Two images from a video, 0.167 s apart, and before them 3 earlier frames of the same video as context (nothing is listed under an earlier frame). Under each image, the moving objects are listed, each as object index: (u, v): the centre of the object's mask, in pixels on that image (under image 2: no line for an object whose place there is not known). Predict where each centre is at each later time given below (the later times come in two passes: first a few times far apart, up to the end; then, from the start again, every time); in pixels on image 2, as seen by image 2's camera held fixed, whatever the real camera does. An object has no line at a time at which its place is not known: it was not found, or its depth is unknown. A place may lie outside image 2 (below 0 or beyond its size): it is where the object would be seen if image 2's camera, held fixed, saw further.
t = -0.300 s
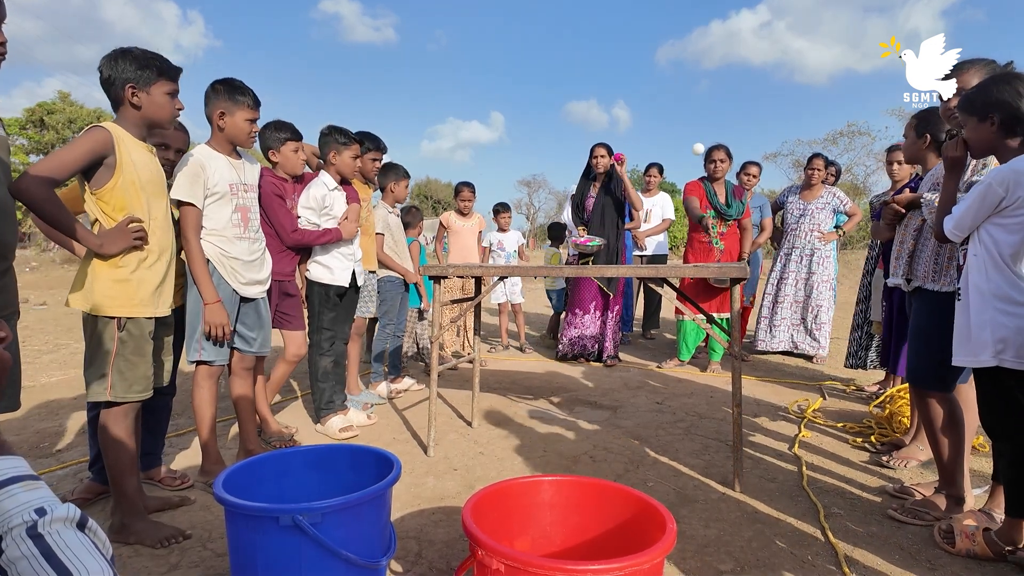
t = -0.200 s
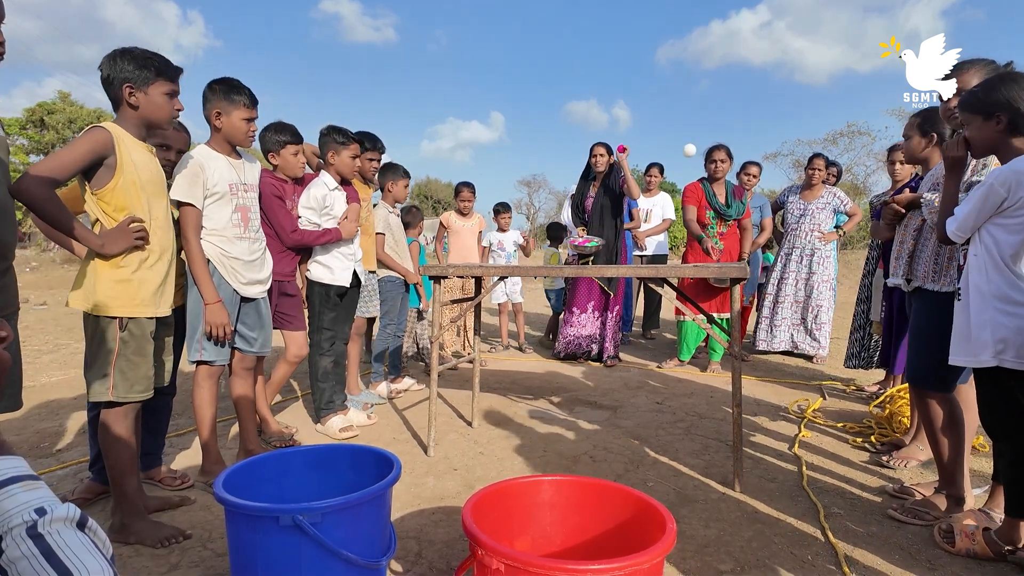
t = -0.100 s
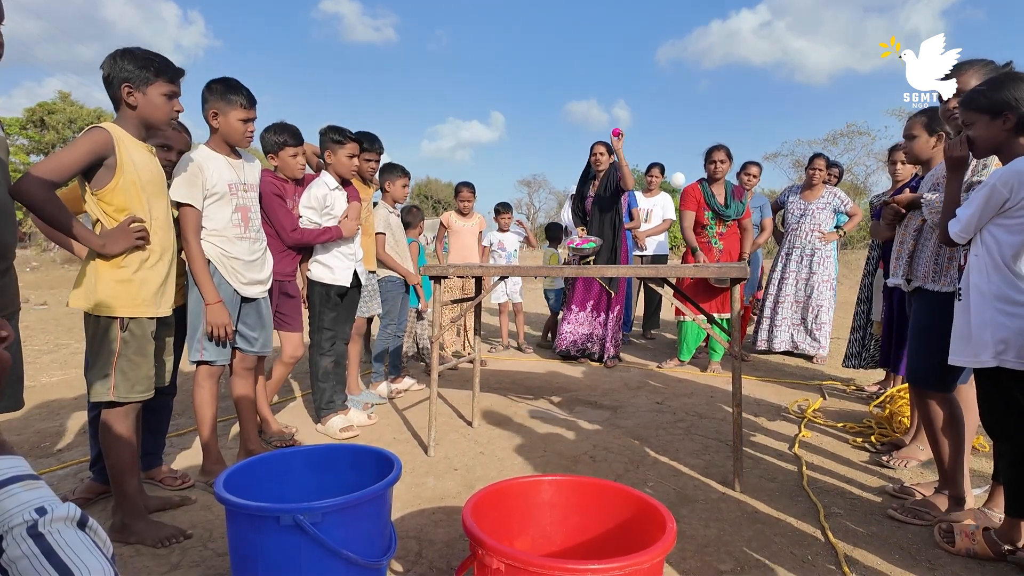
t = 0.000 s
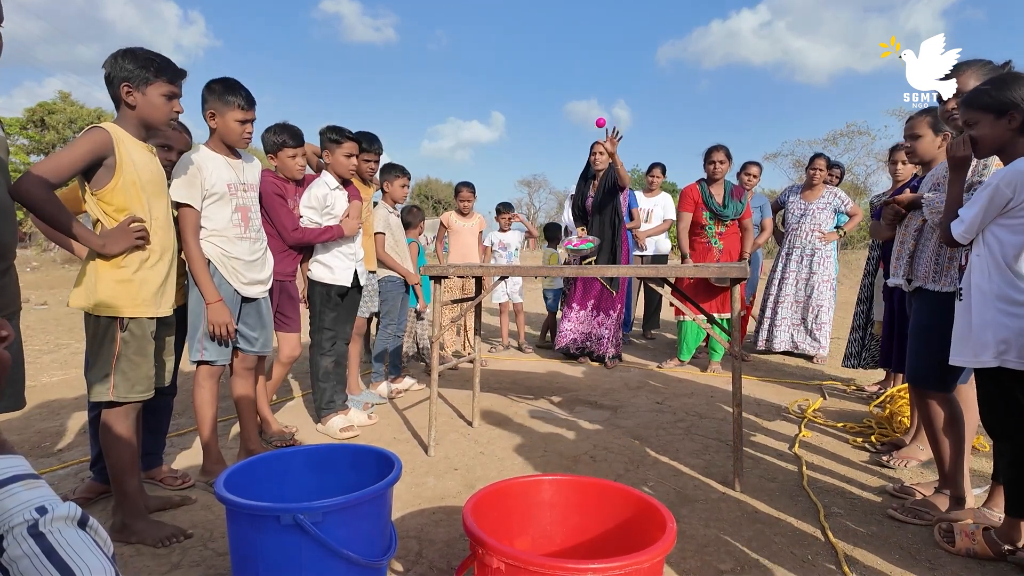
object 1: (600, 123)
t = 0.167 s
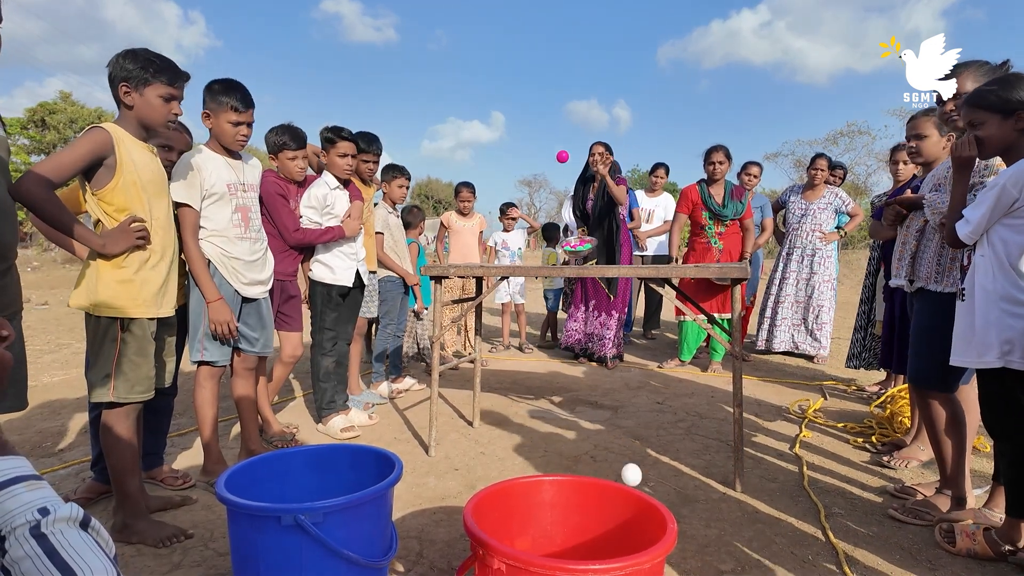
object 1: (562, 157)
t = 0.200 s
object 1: (553, 173)
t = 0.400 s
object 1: (501, 196)
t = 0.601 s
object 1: (464, 118)
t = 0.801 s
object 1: (409, 181)
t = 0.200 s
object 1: (553, 173)
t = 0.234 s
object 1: (542, 193)
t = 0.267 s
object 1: (530, 219)
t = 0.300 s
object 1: (517, 250)
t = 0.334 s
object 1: (511, 241)
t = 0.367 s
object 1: (506, 218)
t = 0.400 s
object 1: (501, 196)
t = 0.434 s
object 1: (496, 178)
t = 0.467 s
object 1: (491, 160)
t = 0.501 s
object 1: (485, 145)
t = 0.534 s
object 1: (478, 133)
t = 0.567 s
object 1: (471, 124)
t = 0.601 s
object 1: (464, 118)
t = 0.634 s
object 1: (456, 116)
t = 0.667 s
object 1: (448, 118)
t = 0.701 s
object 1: (439, 125)
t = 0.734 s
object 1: (430, 138)
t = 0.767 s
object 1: (420, 156)
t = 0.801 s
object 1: (409, 181)
